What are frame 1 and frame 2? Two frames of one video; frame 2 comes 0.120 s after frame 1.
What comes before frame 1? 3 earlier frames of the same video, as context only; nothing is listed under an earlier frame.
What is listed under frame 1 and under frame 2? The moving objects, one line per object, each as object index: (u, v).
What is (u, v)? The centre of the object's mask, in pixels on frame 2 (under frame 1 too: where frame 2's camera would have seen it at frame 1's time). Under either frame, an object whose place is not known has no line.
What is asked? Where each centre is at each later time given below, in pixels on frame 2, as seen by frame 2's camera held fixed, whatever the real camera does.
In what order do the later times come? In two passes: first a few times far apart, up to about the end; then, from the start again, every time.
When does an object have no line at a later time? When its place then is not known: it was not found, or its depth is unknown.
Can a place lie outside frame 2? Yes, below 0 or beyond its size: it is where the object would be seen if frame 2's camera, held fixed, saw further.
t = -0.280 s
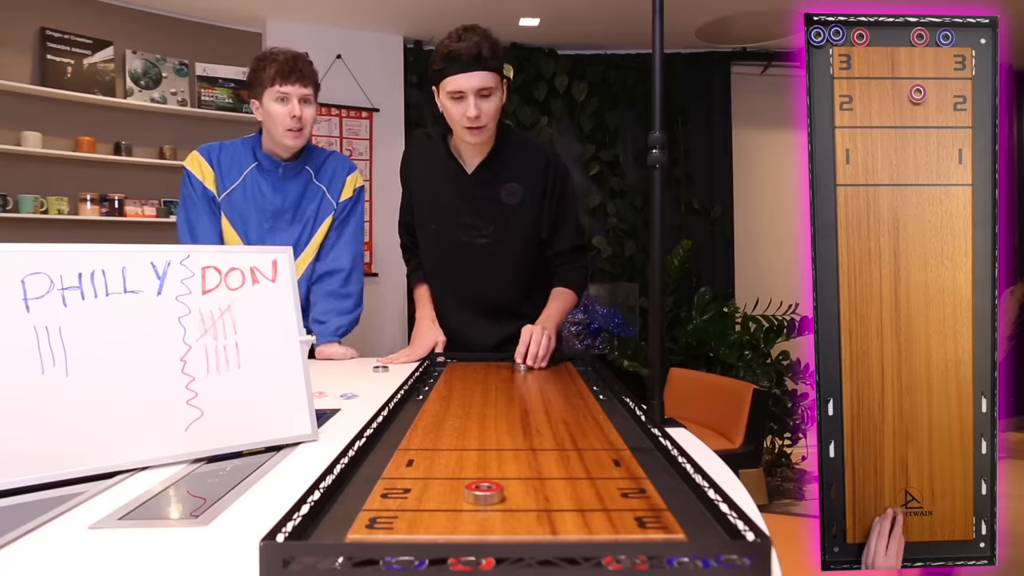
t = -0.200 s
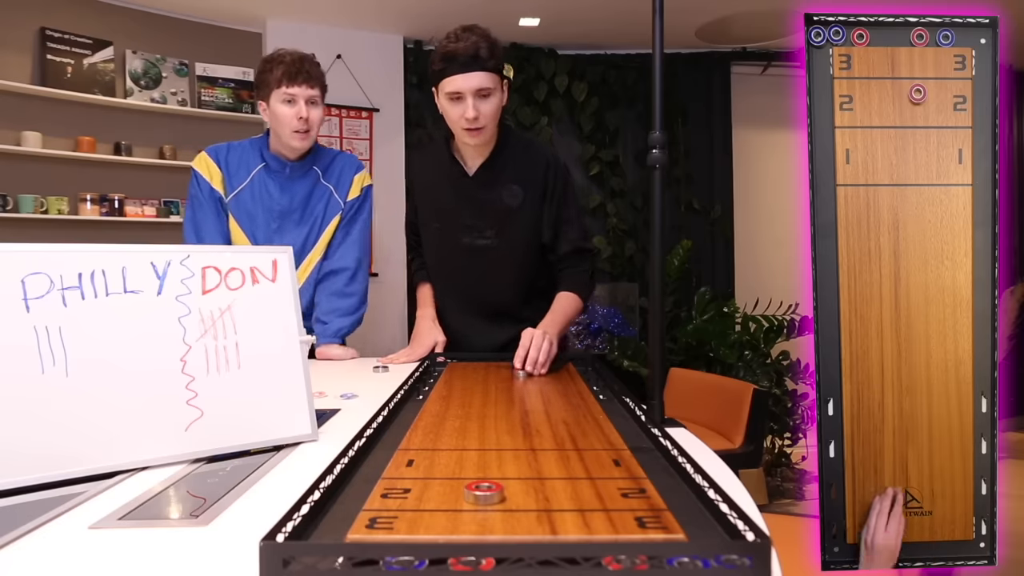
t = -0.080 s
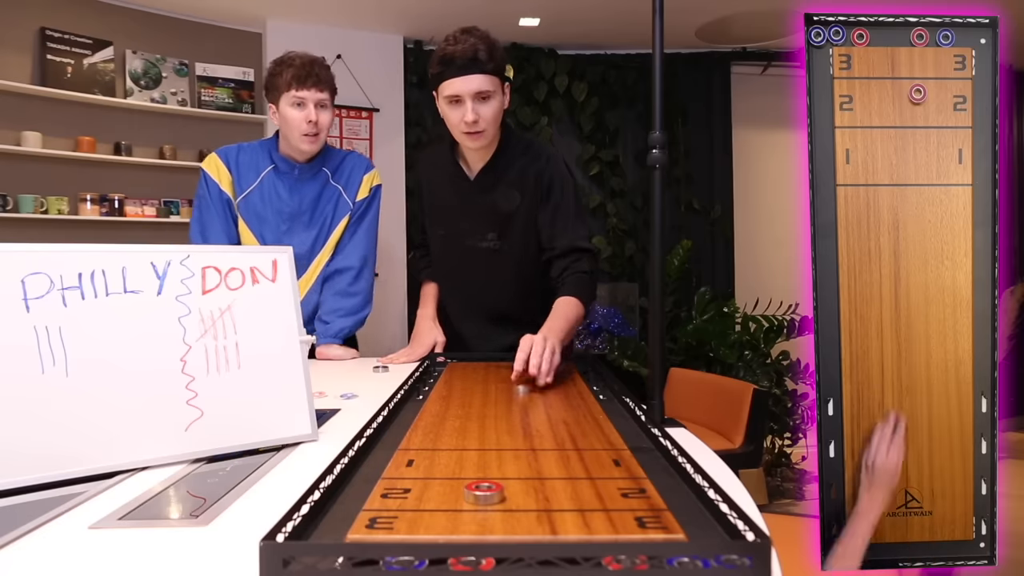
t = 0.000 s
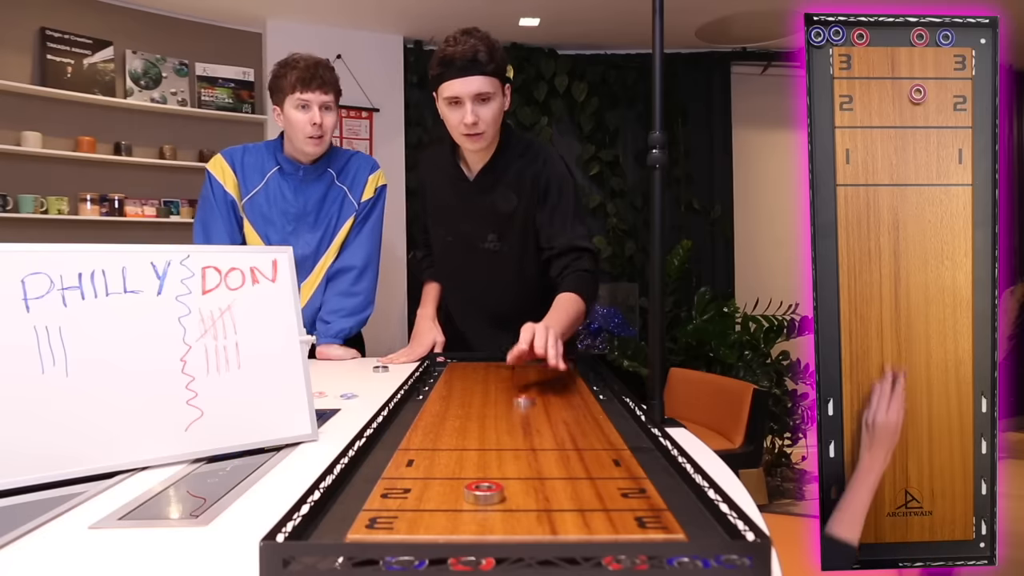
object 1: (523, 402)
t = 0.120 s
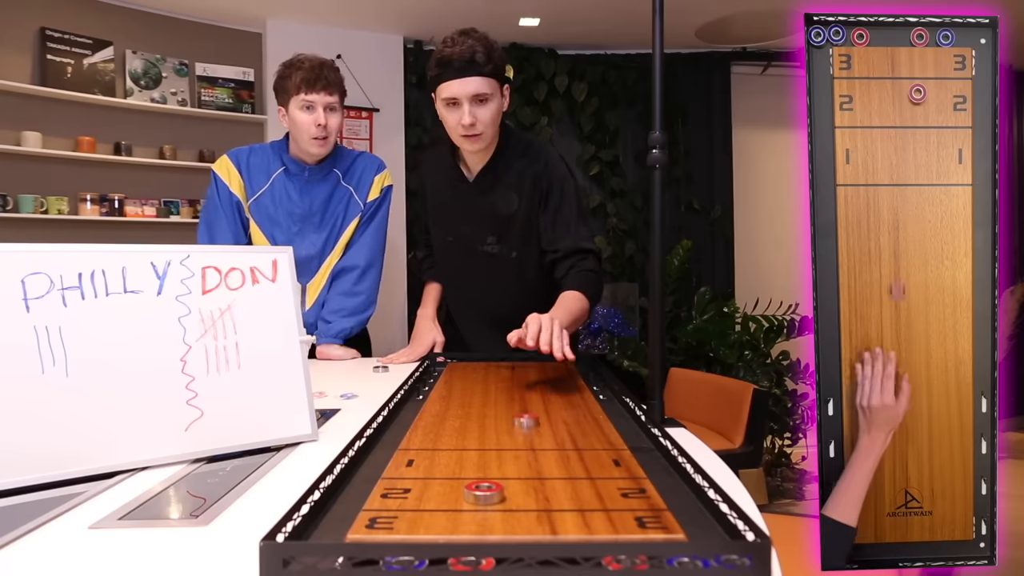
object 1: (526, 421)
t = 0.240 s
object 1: (531, 443)
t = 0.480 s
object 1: (550, 486)
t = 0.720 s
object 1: (568, 512)
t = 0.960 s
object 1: (570, 513)
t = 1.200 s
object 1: (570, 513)
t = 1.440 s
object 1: (570, 513)
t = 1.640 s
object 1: (570, 513)
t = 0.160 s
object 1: (528, 428)
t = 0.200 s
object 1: (529, 436)
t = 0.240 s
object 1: (531, 443)
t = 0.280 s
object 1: (534, 450)
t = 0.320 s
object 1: (536, 458)
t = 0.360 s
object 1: (539, 467)
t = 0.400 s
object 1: (542, 473)
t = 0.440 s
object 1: (545, 480)
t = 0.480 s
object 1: (550, 486)
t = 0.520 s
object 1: (553, 492)
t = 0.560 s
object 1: (557, 498)
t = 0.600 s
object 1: (559, 502)
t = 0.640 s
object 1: (563, 506)
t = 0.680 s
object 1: (566, 510)
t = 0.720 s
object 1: (568, 512)
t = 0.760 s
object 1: (569, 513)
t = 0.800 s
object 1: (570, 513)
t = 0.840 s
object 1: (570, 513)
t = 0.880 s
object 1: (570, 513)
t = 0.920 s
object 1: (570, 513)
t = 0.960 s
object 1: (570, 513)
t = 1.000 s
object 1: (570, 513)
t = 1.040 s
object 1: (570, 513)
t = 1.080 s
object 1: (570, 513)
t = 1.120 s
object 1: (570, 513)
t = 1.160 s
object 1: (570, 513)
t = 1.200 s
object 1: (570, 513)
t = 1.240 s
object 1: (570, 513)
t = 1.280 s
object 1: (570, 513)
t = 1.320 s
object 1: (570, 513)
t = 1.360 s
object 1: (570, 513)
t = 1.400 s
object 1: (570, 513)
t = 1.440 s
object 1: (570, 513)
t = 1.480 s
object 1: (570, 513)
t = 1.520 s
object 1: (570, 513)
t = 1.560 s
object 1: (570, 513)
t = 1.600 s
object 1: (570, 513)
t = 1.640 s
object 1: (570, 513)
